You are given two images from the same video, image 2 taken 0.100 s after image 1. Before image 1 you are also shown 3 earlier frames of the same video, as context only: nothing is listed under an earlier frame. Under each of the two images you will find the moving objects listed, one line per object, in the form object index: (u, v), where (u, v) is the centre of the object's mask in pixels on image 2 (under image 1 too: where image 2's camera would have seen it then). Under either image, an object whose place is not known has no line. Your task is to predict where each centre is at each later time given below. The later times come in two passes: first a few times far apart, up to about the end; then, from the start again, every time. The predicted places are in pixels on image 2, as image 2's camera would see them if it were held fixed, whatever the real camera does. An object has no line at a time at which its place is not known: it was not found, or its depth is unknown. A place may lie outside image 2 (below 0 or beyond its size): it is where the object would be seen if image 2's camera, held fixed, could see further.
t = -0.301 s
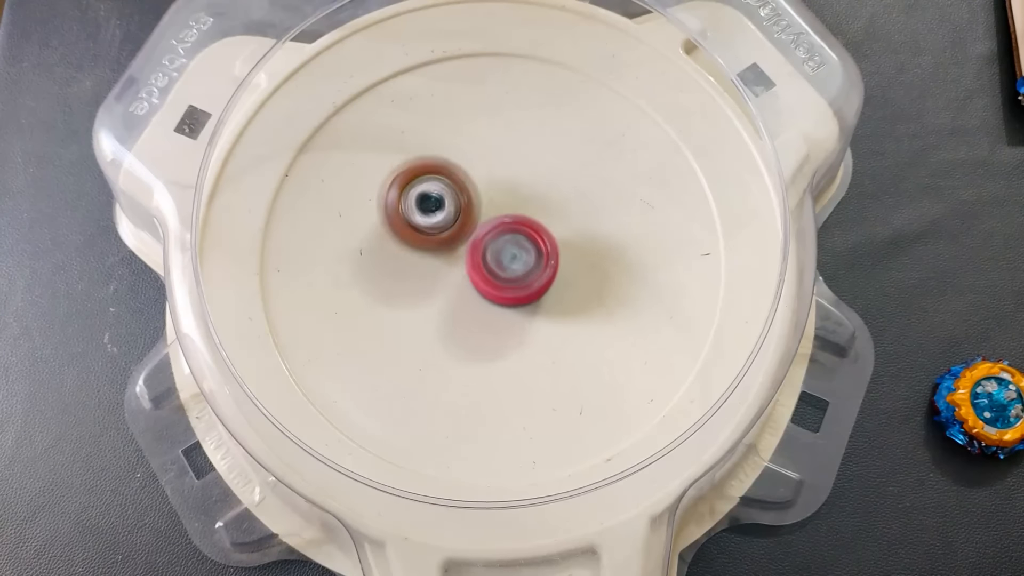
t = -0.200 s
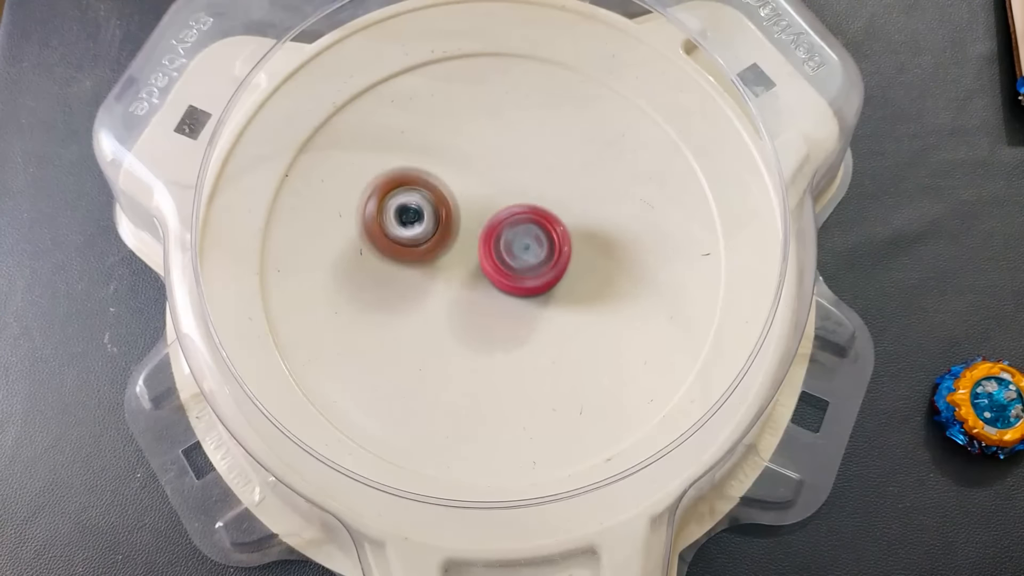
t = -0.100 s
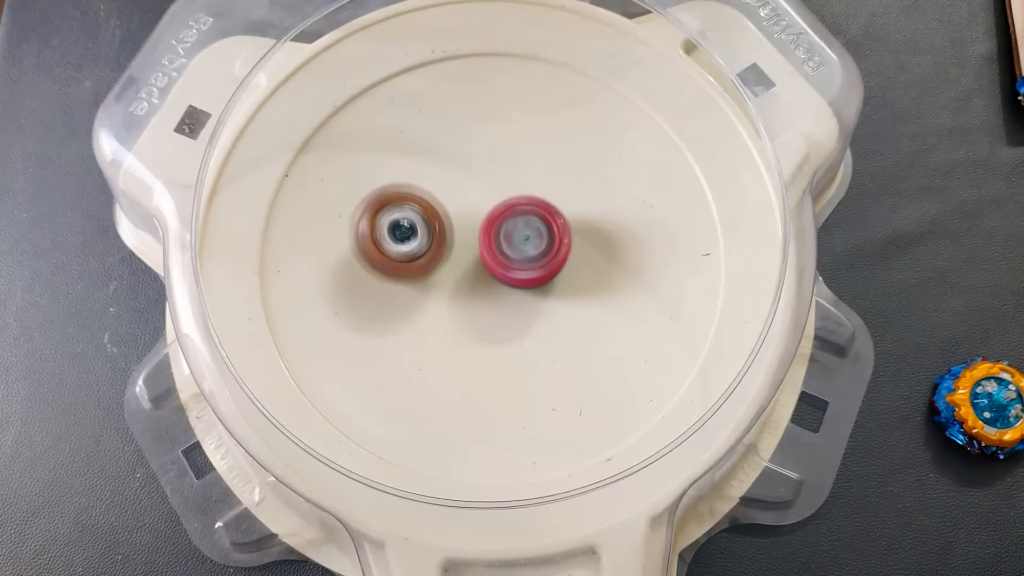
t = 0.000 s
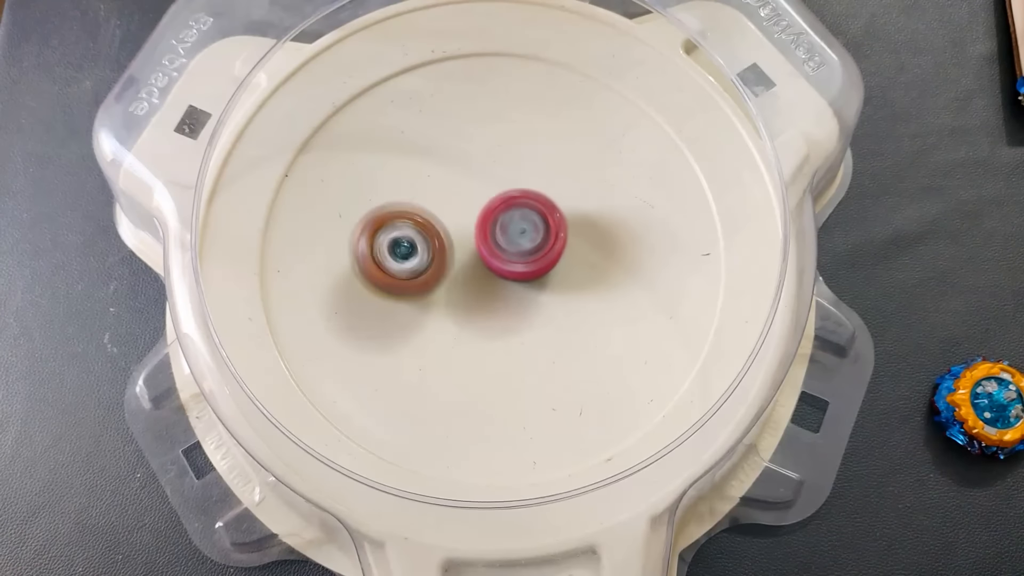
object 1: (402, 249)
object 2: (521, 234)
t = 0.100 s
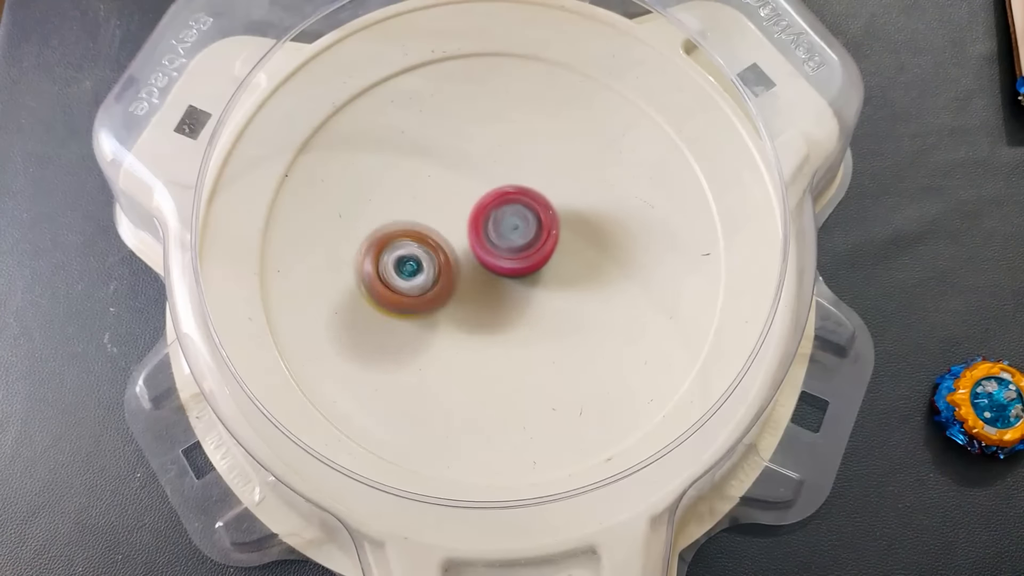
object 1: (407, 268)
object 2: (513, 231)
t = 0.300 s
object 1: (430, 304)
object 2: (500, 225)
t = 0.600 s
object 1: (492, 328)
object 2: (484, 230)
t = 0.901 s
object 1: (554, 311)
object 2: (474, 235)
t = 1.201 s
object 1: (584, 254)
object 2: (479, 248)
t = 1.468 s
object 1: (570, 203)
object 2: (482, 258)
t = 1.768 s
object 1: (517, 171)
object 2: (484, 264)
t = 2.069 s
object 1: (461, 179)
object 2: (483, 279)
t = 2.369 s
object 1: (428, 213)
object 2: (495, 287)
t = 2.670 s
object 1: (428, 250)
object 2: (528, 275)
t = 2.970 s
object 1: (451, 272)
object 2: (551, 226)
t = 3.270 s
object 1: (476, 277)
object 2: (511, 189)
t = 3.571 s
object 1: (500, 282)
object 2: (462, 195)
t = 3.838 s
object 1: (532, 277)
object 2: (435, 223)
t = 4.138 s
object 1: (553, 247)
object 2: (452, 267)
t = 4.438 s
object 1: (547, 205)
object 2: (478, 284)
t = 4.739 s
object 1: (512, 188)
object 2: (489, 293)
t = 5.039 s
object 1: (467, 197)
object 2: (502, 305)
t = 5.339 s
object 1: (451, 229)
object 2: (520, 301)
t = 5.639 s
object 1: (448, 245)
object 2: (562, 263)
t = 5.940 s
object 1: (456, 254)
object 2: (553, 201)
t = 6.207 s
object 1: (451, 261)
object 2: (519, 185)
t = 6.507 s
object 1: (457, 278)
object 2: (491, 190)
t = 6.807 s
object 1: (476, 286)
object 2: (496, 194)
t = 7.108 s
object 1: (498, 285)
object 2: (506, 170)
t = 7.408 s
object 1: (503, 274)
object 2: (497, 178)
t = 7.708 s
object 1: (506, 294)
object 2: (469, 177)
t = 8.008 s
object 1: (512, 296)
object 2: (452, 213)
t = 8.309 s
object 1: (530, 281)
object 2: (418, 230)
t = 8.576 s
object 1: (525, 248)
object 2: (418, 243)
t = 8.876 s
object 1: (511, 230)
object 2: (410, 266)
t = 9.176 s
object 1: (526, 213)
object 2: (431, 283)
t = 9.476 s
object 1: (529, 209)
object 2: (462, 289)
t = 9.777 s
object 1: (528, 207)
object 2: (457, 284)
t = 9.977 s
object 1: (524, 208)
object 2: (444, 282)
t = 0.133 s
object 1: (411, 275)
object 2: (511, 230)
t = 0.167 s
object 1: (415, 280)
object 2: (508, 230)
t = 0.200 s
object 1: (419, 285)
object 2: (505, 230)
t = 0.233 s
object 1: (424, 290)
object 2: (502, 230)
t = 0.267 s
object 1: (427, 298)
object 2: (502, 227)
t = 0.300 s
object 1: (430, 304)
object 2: (500, 225)
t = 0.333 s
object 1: (435, 307)
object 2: (497, 223)
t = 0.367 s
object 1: (440, 311)
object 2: (492, 223)
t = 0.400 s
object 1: (447, 315)
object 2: (490, 224)
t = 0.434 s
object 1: (454, 317)
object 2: (487, 225)
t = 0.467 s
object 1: (461, 320)
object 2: (486, 227)
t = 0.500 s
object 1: (468, 322)
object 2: (485, 229)
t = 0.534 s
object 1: (476, 324)
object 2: (484, 231)
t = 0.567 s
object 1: (483, 325)
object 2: (484, 232)
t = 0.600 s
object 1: (492, 328)
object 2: (484, 230)
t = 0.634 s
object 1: (499, 331)
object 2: (481, 228)
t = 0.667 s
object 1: (507, 330)
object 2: (478, 226)
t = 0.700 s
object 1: (514, 330)
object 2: (475, 226)
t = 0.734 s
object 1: (522, 328)
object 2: (475, 227)
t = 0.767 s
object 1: (529, 326)
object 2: (474, 228)
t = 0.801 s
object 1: (536, 323)
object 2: (473, 230)
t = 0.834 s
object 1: (542, 320)
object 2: (473, 231)
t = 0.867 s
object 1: (549, 316)
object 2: (473, 233)
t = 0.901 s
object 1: (554, 311)
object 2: (474, 235)
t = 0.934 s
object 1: (559, 305)
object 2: (475, 236)
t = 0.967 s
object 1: (563, 300)
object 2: (477, 237)
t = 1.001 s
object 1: (567, 293)
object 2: (479, 239)
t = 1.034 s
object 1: (570, 287)
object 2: (481, 240)
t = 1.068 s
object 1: (573, 279)
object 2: (482, 241)
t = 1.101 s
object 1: (580, 273)
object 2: (480, 241)
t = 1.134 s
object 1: (582, 267)
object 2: (478, 244)
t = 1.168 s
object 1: (583, 261)
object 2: (478, 246)
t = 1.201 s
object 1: (584, 254)
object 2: (479, 248)
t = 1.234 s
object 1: (585, 247)
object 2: (480, 250)
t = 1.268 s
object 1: (585, 241)
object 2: (481, 252)
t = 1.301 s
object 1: (582, 234)
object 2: (482, 253)
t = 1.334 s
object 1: (581, 226)
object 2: (483, 254)
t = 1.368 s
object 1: (580, 220)
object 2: (482, 255)
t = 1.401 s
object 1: (578, 215)
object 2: (482, 257)
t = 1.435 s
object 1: (574, 208)
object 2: (482, 258)
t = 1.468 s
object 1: (570, 203)
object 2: (482, 258)
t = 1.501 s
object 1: (565, 198)
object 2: (483, 259)
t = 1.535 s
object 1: (560, 193)
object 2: (484, 259)
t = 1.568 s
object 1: (555, 187)
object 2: (484, 260)
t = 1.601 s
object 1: (549, 182)
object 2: (484, 261)
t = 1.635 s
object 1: (543, 179)
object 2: (484, 262)
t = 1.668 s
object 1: (537, 177)
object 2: (484, 262)
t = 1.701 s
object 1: (529, 174)
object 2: (485, 262)
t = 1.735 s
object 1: (523, 173)
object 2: (485, 263)
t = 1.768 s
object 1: (517, 171)
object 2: (484, 264)
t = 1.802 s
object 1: (510, 170)
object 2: (484, 265)
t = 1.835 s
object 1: (504, 170)
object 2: (483, 266)
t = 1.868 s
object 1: (499, 169)
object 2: (483, 268)
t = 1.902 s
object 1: (492, 170)
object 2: (483, 269)
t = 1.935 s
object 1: (485, 172)
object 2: (482, 270)
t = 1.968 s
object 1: (477, 174)
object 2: (482, 271)
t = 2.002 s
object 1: (471, 174)
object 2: (482, 275)
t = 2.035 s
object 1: (466, 176)
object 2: (482, 278)
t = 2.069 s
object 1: (461, 179)
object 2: (483, 279)
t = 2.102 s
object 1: (456, 182)
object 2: (483, 281)
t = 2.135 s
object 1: (451, 187)
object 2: (484, 281)
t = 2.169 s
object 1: (446, 191)
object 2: (485, 282)
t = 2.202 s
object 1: (442, 194)
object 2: (486, 283)
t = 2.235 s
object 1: (438, 198)
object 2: (488, 285)
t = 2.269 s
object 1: (435, 202)
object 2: (490, 285)
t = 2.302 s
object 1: (432, 206)
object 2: (491, 285)
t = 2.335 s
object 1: (430, 209)
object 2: (493, 286)
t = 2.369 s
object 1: (428, 213)
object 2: (495, 287)
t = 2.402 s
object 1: (426, 217)
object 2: (499, 288)
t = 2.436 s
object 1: (426, 222)
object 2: (502, 287)
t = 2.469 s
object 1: (424, 227)
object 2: (506, 287)
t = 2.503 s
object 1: (423, 230)
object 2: (510, 286)
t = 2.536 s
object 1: (423, 234)
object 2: (515, 285)
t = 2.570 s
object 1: (423, 239)
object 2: (518, 282)
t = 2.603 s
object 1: (426, 243)
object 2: (521, 280)
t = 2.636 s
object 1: (427, 247)
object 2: (525, 277)
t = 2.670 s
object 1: (428, 250)
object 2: (528, 275)
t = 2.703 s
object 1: (430, 254)
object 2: (531, 272)
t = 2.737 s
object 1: (431, 256)
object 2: (536, 268)
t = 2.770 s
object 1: (433, 258)
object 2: (542, 262)
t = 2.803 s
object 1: (436, 259)
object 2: (545, 257)
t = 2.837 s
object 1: (441, 263)
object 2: (546, 251)
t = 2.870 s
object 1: (445, 265)
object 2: (547, 245)
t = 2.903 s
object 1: (449, 268)
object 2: (547, 240)
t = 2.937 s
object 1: (450, 270)
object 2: (550, 233)
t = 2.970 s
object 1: (451, 272)
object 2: (551, 226)
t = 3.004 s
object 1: (455, 272)
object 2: (549, 220)
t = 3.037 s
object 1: (459, 273)
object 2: (546, 215)
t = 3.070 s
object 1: (462, 273)
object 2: (541, 210)
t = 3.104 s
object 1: (466, 274)
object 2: (536, 208)
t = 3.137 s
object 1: (466, 276)
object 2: (533, 203)
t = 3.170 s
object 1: (470, 276)
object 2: (529, 198)
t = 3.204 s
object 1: (471, 276)
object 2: (523, 194)
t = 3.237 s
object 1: (473, 276)
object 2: (517, 191)
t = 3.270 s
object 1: (476, 277)
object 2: (511, 189)
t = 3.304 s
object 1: (478, 278)
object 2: (506, 185)
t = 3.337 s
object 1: (480, 281)
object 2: (501, 180)
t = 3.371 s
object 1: (482, 281)
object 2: (494, 178)
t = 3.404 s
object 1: (484, 281)
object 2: (487, 178)
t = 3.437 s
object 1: (486, 281)
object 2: (481, 180)
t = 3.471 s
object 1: (489, 281)
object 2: (477, 184)
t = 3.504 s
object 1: (492, 280)
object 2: (473, 189)
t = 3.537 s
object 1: (496, 281)
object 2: (468, 192)
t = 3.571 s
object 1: (500, 282)
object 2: (462, 195)
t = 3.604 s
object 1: (503, 283)
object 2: (457, 196)
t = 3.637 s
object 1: (506, 283)
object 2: (453, 200)
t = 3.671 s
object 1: (510, 283)
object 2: (450, 203)
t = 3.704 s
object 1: (513, 282)
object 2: (447, 207)
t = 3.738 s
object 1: (516, 280)
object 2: (445, 212)
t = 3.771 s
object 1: (520, 279)
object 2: (442, 216)
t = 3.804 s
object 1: (528, 279)
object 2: (438, 219)
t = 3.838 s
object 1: (532, 277)
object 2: (435, 223)
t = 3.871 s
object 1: (536, 275)
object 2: (432, 227)
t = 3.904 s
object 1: (538, 272)
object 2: (431, 232)
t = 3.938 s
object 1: (542, 268)
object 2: (432, 237)
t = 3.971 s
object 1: (544, 265)
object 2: (434, 243)
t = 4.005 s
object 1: (544, 262)
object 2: (437, 248)
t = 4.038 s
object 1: (546, 258)
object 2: (442, 254)
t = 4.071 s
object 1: (549, 253)
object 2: (447, 259)
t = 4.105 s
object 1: (552, 250)
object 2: (449, 264)
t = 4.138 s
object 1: (553, 247)
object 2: (452, 267)
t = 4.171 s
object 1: (554, 242)
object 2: (455, 270)
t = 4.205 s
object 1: (555, 237)
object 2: (458, 273)
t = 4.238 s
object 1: (555, 232)
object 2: (463, 275)
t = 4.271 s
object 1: (553, 227)
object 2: (466, 278)
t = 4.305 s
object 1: (554, 220)
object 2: (467, 281)
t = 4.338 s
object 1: (555, 217)
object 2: (471, 283)
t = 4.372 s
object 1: (553, 213)
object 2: (474, 284)
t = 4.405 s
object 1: (550, 209)
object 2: (476, 284)
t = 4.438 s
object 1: (547, 205)
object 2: (478, 284)
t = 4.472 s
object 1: (544, 202)
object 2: (481, 284)
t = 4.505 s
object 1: (540, 200)
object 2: (485, 283)
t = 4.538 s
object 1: (536, 197)
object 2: (487, 282)
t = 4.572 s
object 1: (535, 190)
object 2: (486, 287)
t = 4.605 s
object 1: (532, 189)
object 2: (487, 291)
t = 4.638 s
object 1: (527, 188)
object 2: (488, 293)
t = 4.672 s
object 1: (522, 187)
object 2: (487, 293)
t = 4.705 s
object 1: (518, 187)
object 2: (487, 293)
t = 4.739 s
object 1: (512, 188)
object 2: (489, 293)
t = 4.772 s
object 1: (507, 189)
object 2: (489, 292)
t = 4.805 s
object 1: (501, 191)
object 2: (489, 291)
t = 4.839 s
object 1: (495, 194)
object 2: (491, 290)
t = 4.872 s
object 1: (489, 194)
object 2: (492, 291)
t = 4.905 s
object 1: (485, 194)
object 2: (493, 292)
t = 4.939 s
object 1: (482, 198)
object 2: (495, 294)
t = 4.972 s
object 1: (477, 200)
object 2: (496, 294)
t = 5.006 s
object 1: (471, 197)
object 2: (498, 298)
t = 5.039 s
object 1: (467, 197)
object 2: (502, 305)
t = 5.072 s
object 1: (464, 198)
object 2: (507, 309)
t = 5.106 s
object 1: (462, 200)
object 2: (509, 310)
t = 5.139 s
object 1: (460, 204)
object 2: (511, 310)
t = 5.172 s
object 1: (456, 207)
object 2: (514, 310)
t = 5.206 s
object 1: (455, 210)
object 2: (515, 309)
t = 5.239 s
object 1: (453, 215)
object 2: (515, 308)
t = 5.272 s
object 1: (452, 219)
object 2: (518, 307)
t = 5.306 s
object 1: (452, 224)
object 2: (519, 303)
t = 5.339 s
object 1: (451, 229)
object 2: (520, 301)
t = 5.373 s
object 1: (450, 231)
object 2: (524, 299)
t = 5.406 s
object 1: (449, 232)
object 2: (529, 295)
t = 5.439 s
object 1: (450, 234)
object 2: (532, 293)
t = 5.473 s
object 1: (451, 236)
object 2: (537, 290)
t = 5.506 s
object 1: (450, 238)
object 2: (541, 286)
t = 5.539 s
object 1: (450, 241)
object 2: (546, 281)
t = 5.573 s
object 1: (452, 242)
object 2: (549, 275)
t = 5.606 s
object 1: (451, 242)
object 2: (555, 269)
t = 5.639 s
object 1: (448, 245)
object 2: (562, 263)
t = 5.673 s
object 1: (450, 246)
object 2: (569, 257)
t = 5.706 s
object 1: (453, 246)
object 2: (574, 249)
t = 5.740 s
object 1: (452, 247)
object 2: (576, 241)
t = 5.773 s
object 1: (454, 248)
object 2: (576, 233)
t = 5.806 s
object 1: (457, 248)
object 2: (573, 224)
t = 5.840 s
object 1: (458, 249)
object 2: (569, 217)
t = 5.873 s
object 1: (462, 249)
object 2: (562, 212)
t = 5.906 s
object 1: (464, 249)
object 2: (553, 207)
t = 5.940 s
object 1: (456, 254)
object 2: (553, 201)
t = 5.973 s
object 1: (450, 258)
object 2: (552, 195)
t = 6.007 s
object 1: (450, 259)
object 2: (548, 189)
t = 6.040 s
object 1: (451, 259)
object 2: (544, 187)
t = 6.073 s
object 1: (452, 257)
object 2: (540, 185)
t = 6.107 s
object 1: (451, 258)
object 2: (534, 185)
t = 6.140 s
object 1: (452, 258)
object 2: (530, 186)
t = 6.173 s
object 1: (454, 258)
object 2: (522, 187)
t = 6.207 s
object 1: (451, 261)
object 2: (519, 185)
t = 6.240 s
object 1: (448, 270)
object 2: (519, 181)
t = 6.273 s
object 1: (447, 273)
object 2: (516, 176)
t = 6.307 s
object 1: (449, 274)
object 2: (512, 174)
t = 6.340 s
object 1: (448, 276)
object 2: (510, 174)
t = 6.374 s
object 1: (449, 276)
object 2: (505, 175)
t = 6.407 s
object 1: (451, 277)
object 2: (503, 177)
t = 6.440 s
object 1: (452, 277)
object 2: (498, 181)
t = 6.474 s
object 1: (455, 276)
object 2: (494, 186)
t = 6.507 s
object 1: (457, 278)
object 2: (491, 190)
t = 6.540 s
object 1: (459, 283)
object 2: (491, 191)
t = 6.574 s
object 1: (461, 286)
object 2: (492, 194)
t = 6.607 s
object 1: (462, 287)
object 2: (490, 194)
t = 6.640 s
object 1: (463, 291)
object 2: (492, 191)
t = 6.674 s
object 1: (465, 290)
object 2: (492, 190)
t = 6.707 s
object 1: (467, 289)
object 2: (493, 190)
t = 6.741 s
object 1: (469, 289)
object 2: (495, 190)
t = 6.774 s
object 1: (474, 287)
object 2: (494, 193)
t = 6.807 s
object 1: (476, 286)
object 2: (496, 194)
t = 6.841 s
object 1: (480, 288)
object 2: (497, 193)
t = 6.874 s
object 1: (484, 289)
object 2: (499, 192)
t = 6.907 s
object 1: (486, 286)
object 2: (500, 191)
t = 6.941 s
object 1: (489, 285)
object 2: (501, 192)
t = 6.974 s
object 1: (491, 289)
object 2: (503, 184)
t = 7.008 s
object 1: (494, 289)
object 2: (503, 180)
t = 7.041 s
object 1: (495, 287)
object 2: (504, 175)
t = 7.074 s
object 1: (497, 287)
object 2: (504, 172)
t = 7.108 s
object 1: (498, 285)
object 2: (506, 170)
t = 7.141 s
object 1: (501, 282)
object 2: (504, 172)
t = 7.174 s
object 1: (500, 280)
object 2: (503, 173)
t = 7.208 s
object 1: (500, 277)
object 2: (502, 175)
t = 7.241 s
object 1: (500, 273)
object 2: (502, 178)
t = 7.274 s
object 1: (500, 272)
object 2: (501, 180)
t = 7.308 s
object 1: (502, 273)
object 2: (502, 180)
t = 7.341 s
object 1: (505, 272)
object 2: (500, 180)
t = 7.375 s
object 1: (503, 272)
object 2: (499, 179)
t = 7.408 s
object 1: (503, 274)
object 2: (497, 178)
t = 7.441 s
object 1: (502, 274)
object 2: (493, 177)
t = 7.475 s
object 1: (503, 274)
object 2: (493, 177)
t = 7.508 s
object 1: (500, 273)
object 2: (491, 179)
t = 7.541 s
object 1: (500, 274)
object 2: (490, 181)
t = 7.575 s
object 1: (498, 276)
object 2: (486, 183)
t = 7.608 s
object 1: (502, 277)
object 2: (484, 187)
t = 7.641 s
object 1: (506, 283)
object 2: (478, 183)
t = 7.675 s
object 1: (506, 290)
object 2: (475, 180)
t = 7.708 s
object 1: (506, 294)
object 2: (469, 177)
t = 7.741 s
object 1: (509, 296)
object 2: (465, 176)
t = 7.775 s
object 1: (508, 297)
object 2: (460, 176)
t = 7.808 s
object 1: (509, 298)
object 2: (458, 179)
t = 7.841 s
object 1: (510, 299)
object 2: (453, 182)
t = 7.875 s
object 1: (511, 298)
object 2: (453, 185)
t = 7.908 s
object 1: (511, 298)
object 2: (451, 191)
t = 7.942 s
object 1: (512, 298)
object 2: (451, 197)
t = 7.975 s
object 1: (513, 296)
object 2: (451, 205)
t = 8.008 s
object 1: (512, 296)
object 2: (452, 213)
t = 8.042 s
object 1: (513, 292)
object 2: (452, 219)
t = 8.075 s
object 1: (518, 294)
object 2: (450, 220)
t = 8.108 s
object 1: (522, 292)
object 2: (449, 223)
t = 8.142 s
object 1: (522, 289)
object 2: (446, 228)
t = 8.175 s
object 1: (524, 290)
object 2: (437, 228)
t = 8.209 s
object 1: (528, 290)
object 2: (432, 229)
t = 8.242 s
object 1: (529, 286)
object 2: (427, 229)
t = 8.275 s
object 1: (530, 283)
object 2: (422, 229)
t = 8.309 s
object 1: (530, 281)
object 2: (418, 230)
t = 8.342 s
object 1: (532, 277)
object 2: (416, 231)
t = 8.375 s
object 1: (531, 273)
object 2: (415, 233)
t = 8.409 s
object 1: (532, 268)
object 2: (416, 235)
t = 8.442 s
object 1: (528, 266)
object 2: (417, 237)
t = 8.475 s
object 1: (527, 260)
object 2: (421, 239)
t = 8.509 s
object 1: (523, 253)
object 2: (424, 242)
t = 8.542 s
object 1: (523, 253)
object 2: (421, 243)
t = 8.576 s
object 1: (525, 248)
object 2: (418, 243)
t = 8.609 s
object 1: (521, 247)
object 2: (417, 245)
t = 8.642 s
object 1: (518, 243)
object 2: (415, 248)
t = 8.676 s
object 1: (513, 239)
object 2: (413, 250)
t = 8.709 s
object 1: (519, 235)
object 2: (406, 254)
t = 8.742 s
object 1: (520, 232)
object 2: (403, 256)
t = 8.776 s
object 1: (517, 231)
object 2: (403, 258)
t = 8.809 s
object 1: (513, 231)
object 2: (403, 261)
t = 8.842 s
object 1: (514, 230)
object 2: (406, 264)
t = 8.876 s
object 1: (511, 230)
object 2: (410, 266)
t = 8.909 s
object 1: (511, 232)
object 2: (416, 267)
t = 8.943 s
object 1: (514, 228)
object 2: (421, 268)
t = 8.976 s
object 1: (515, 223)
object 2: (425, 270)
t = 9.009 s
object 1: (518, 218)
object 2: (426, 273)
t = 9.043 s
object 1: (520, 216)
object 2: (424, 276)
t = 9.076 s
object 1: (525, 216)
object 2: (424, 279)
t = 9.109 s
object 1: (528, 215)
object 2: (425, 281)
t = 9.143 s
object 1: (527, 214)
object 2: (427, 282)
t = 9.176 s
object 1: (526, 213)
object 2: (431, 283)
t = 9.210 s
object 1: (527, 214)
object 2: (437, 283)
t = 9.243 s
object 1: (527, 216)
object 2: (444, 282)
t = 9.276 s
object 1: (531, 216)
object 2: (451, 282)
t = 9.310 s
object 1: (532, 214)
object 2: (455, 282)
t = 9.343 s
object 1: (532, 213)
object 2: (460, 282)
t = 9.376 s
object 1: (532, 212)
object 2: (461, 285)
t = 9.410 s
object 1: (531, 211)
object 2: (461, 285)
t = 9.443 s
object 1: (528, 211)
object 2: (464, 286)
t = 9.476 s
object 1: (529, 209)
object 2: (462, 289)
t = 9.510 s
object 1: (527, 208)
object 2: (461, 292)
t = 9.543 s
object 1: (526, 209)
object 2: (461, 292)
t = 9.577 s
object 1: (526, 211)
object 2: (461, 293)
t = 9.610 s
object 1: (527, 213)
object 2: (463, 293)
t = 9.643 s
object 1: (530, 213)
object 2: (463, 294)
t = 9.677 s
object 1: (529, 210)
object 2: (461, 292)
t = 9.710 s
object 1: (527, 211)
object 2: (460, 289)
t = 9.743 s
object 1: (528, 211)
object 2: (459, 285)
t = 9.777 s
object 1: (528, 207)
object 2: (457, 284)
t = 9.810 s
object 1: (525, 207)
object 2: (456, 282)
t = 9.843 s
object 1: (523, 208)
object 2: (453, 282)
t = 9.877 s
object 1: (523, 207)
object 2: (448, 282)
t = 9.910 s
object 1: (520, 209)
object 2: (447, 282)
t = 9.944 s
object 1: (522, 211)
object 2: (447, 282)
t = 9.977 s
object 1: (524, 208)
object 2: (444, 282)
